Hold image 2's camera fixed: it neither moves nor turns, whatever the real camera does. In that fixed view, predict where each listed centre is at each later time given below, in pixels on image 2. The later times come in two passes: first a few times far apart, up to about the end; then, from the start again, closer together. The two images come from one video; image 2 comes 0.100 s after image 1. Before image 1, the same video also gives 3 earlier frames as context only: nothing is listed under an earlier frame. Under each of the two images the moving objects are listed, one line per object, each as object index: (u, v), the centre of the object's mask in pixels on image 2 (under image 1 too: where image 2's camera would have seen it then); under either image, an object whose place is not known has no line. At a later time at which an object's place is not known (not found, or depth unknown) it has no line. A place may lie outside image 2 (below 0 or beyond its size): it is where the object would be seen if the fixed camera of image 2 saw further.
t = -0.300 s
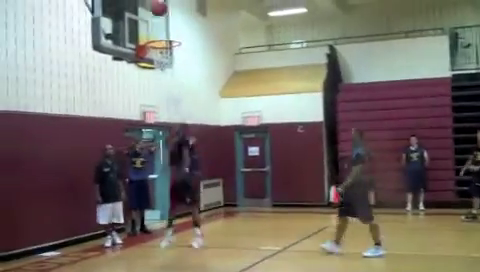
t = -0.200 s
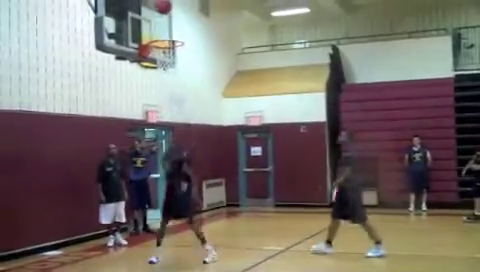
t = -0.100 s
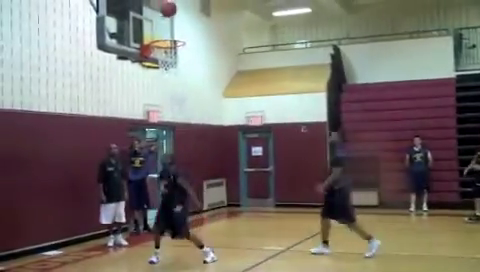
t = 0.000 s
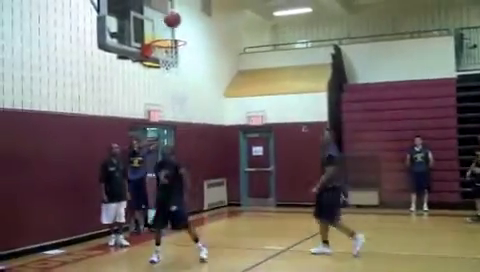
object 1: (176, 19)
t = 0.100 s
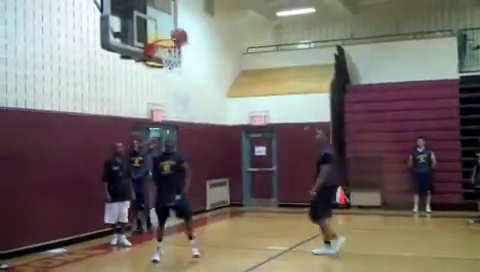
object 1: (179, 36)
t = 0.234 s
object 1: (179, 21)
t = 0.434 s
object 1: (180, 21)
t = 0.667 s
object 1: (174, 40)
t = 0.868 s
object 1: (162, 56)
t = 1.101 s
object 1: (158, 103)
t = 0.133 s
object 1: (179, 33)
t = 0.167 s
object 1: (179, 28)
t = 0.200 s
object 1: (179, 24)
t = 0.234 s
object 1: (179, 21)
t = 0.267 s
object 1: (179, 20)
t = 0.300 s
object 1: (180, 19)
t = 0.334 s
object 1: (180, 18)
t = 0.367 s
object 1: (180, 18)
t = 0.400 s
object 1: (180, 19)
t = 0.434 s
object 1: (180, 21)
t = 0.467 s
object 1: (180, 23)
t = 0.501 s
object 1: (180, 26)
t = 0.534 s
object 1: (180, 30)
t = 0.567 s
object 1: (181, 35)
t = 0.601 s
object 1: (180, 37)
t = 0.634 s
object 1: (177, 38)
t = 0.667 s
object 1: (174, 40)
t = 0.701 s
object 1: (172, 43)
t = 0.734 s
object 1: (169, 46)
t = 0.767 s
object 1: (167, 50)
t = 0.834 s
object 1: (161, 53)
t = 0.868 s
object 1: (162, 56)
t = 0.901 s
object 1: (163, 66)
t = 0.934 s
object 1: (162, 69)
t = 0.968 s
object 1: (160, 73)
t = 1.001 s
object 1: (160, 78)
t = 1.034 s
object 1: (159, 87)
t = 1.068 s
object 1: (159, 94)
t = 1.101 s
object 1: (158, 103)
